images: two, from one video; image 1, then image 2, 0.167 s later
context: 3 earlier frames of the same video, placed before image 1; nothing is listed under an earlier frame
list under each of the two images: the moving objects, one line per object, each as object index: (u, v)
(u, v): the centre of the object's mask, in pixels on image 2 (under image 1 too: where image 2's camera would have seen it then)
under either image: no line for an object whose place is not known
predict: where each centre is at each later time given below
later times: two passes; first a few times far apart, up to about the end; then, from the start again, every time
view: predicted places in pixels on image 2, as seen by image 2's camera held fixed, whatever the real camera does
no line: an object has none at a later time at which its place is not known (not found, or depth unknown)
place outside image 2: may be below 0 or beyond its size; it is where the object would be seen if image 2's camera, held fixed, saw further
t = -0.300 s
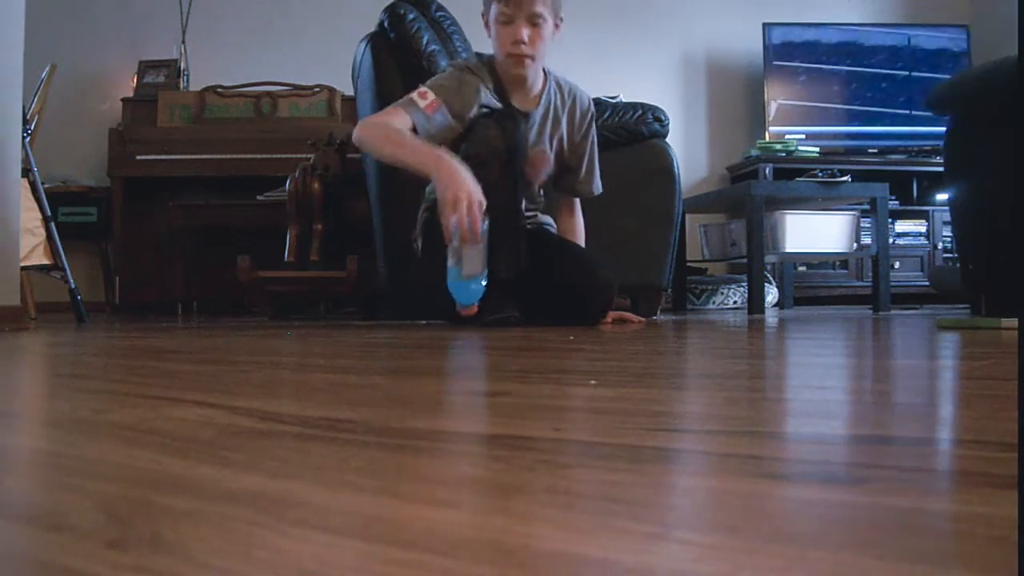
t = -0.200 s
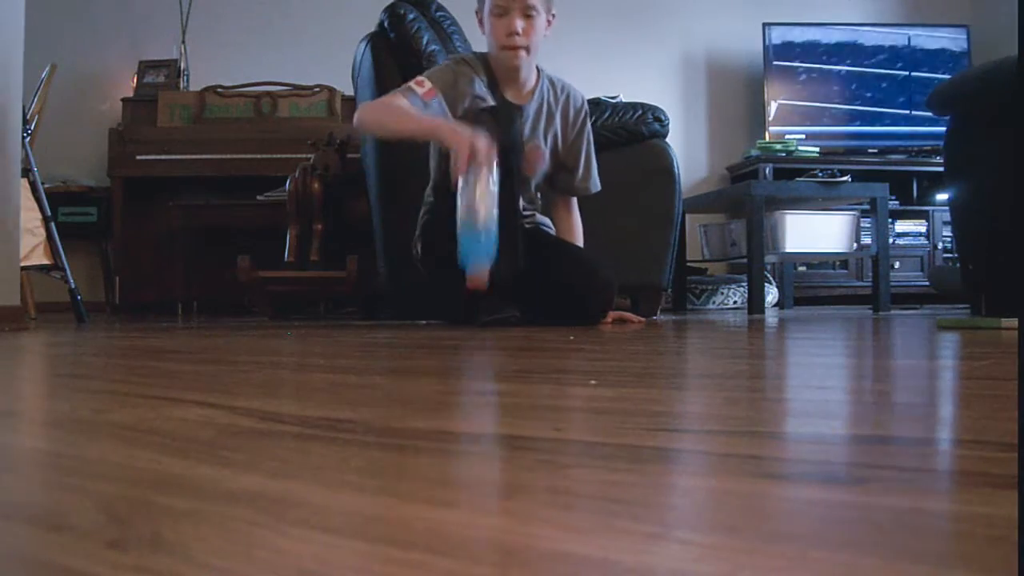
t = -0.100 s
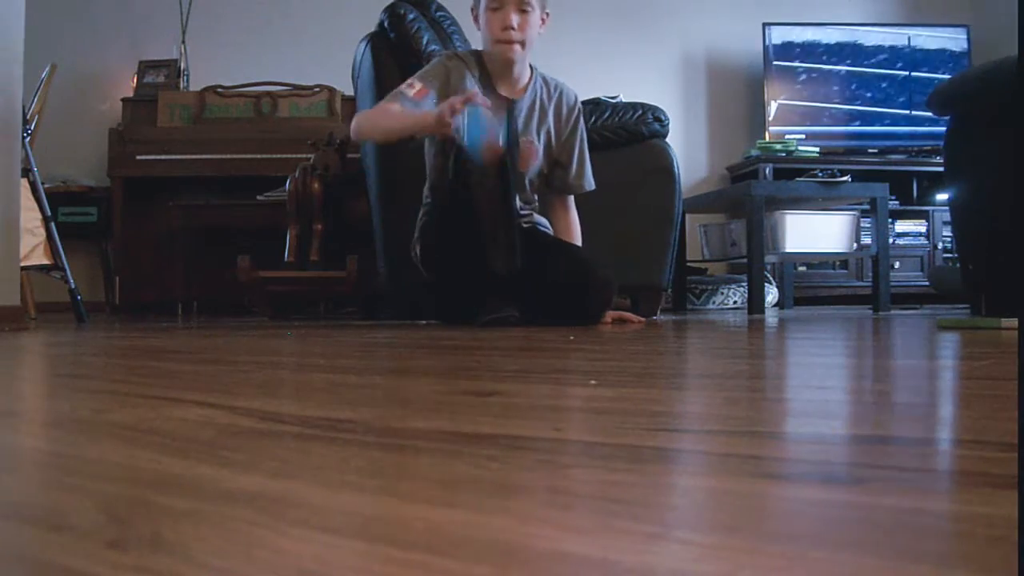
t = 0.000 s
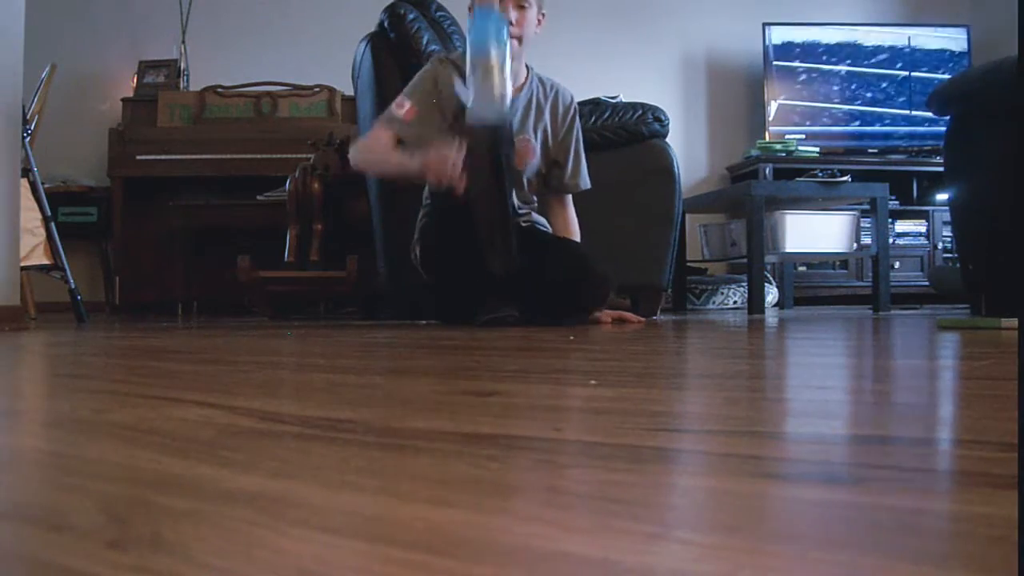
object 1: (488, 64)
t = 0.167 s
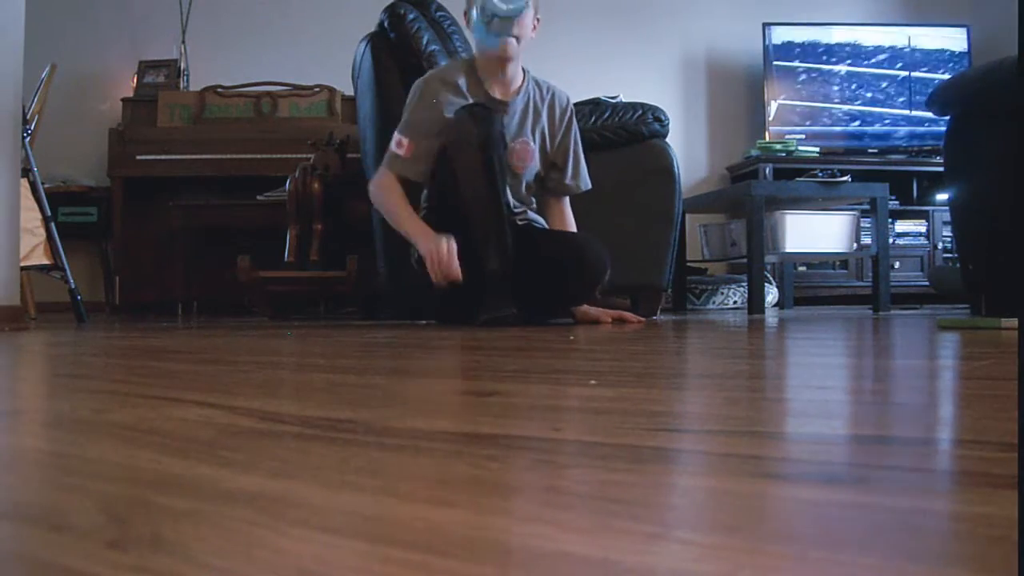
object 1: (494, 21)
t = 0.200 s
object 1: (497, 31)
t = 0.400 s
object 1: (505, 262)
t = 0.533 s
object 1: (502, 263)
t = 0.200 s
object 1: (497, 31)
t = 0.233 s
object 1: (498, 49)
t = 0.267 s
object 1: (501, 74)
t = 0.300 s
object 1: (504, 114)
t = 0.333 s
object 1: (502, 164)
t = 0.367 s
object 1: (504, 214)
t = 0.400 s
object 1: (505, 262)
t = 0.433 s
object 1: (504, 262)
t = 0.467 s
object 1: (503, 263)
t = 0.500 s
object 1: (502, 263)
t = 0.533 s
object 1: (502, 263)
